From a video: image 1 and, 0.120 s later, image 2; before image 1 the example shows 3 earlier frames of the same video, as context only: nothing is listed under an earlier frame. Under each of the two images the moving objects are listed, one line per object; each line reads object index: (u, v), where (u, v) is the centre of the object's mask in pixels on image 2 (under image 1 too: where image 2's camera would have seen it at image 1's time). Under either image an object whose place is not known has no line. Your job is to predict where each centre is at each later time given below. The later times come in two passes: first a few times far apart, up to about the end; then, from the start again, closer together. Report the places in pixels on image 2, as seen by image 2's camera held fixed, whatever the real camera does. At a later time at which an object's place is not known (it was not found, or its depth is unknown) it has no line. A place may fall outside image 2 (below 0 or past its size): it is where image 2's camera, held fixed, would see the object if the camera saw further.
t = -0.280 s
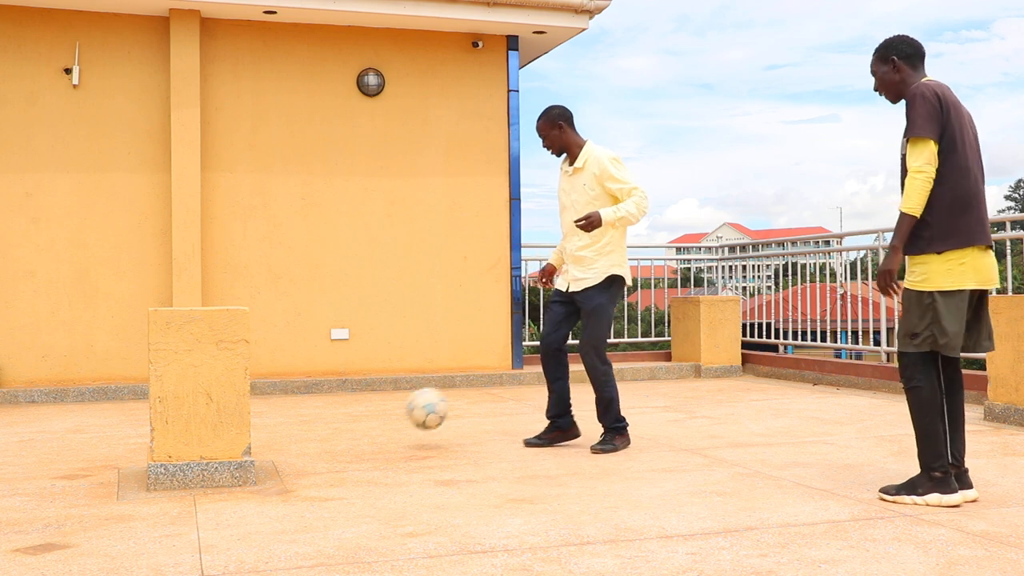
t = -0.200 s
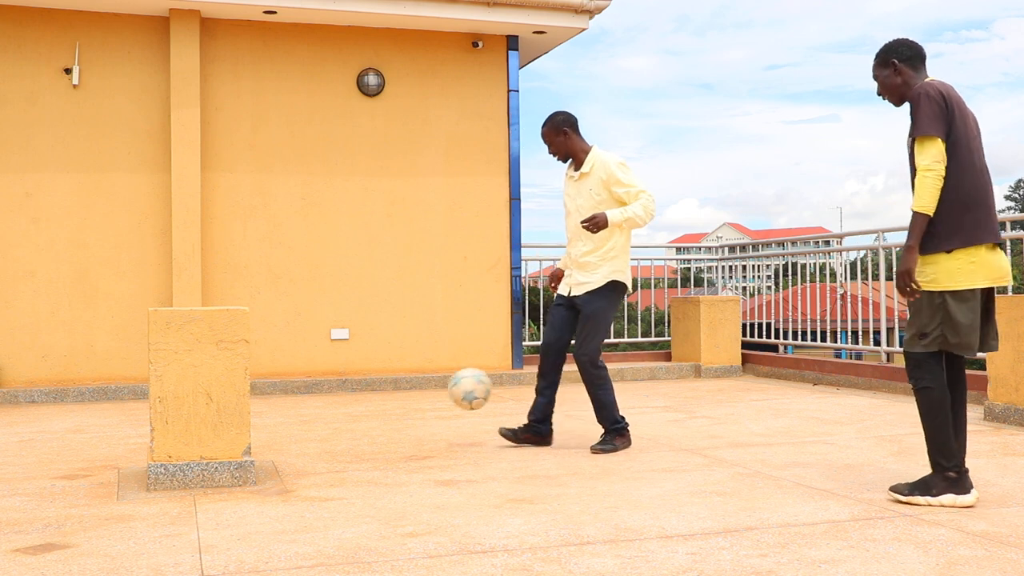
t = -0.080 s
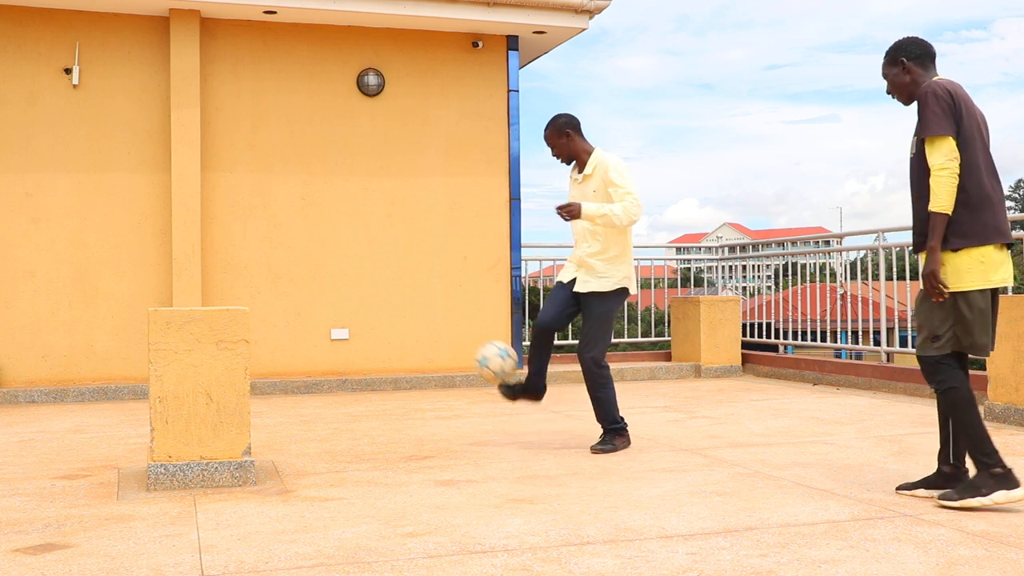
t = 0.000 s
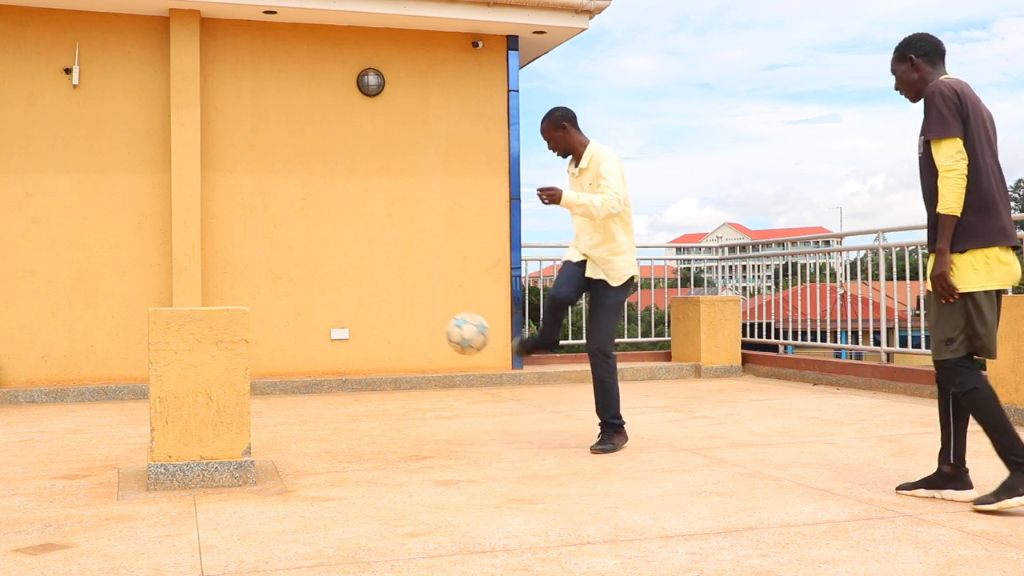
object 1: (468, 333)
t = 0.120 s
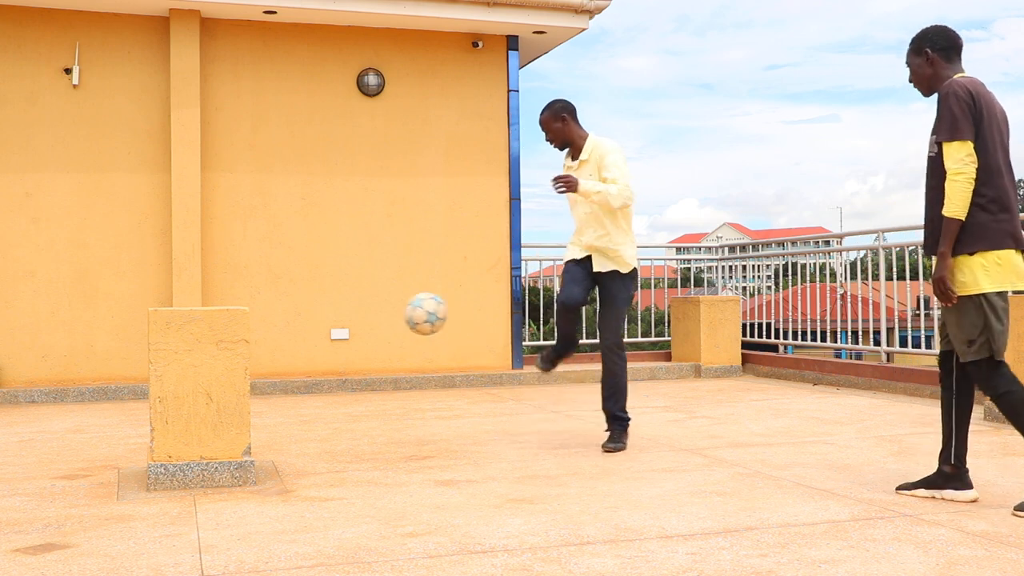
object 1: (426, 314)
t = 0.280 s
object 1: (368, 330)
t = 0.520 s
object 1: (285, 424)
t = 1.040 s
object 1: (139, 431)
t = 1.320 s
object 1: (75, 389)
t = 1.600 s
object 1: (12, 417)
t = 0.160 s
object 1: (411, 313)
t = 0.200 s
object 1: (397, 316)
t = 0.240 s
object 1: (383, 321)
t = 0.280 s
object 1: (368, 330)
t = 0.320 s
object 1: (355, 343)
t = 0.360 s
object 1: (340, 358)
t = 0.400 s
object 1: (326, 376)
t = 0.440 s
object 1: (312, 398)
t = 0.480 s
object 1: (298, 424)
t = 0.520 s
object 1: (285, 424)
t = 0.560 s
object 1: (274, 406)
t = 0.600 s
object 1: (266, 390)
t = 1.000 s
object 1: (143, 412)
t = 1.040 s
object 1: (139, 431)
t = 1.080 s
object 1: (134, 430)
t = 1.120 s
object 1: (127, 415)
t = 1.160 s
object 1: (117, 403)
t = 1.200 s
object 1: (106, 395)
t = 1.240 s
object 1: (95, 389)
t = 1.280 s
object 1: (85, 388)
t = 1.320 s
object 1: (75, 389)
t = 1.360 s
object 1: (65, 394)
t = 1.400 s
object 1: (54, 401)
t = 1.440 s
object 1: (44, 412)
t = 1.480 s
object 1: (35, 427)
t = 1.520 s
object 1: (24, 441)
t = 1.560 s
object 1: (17, 427)
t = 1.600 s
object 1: (12, 417)
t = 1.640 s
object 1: (8, 410)
